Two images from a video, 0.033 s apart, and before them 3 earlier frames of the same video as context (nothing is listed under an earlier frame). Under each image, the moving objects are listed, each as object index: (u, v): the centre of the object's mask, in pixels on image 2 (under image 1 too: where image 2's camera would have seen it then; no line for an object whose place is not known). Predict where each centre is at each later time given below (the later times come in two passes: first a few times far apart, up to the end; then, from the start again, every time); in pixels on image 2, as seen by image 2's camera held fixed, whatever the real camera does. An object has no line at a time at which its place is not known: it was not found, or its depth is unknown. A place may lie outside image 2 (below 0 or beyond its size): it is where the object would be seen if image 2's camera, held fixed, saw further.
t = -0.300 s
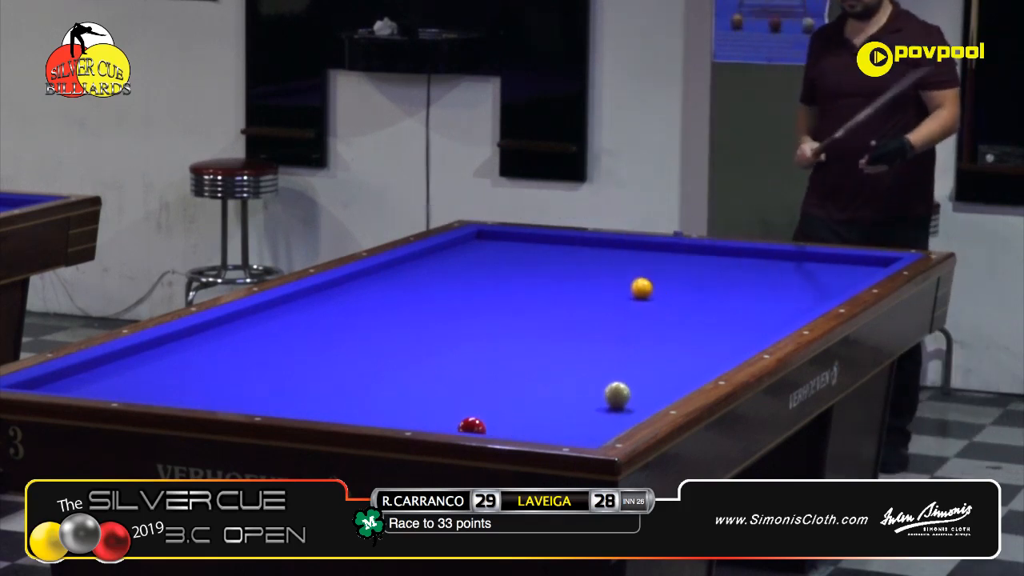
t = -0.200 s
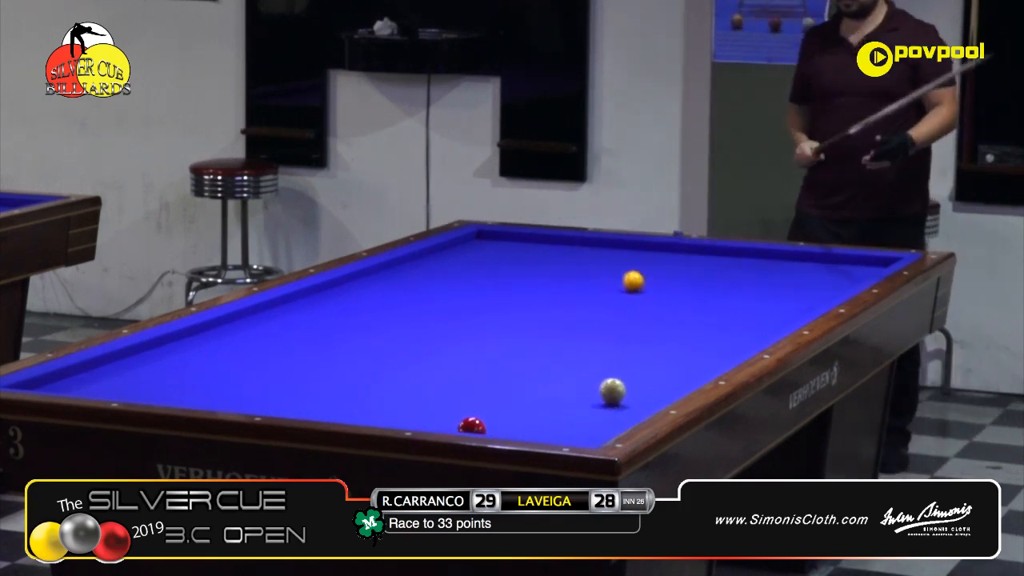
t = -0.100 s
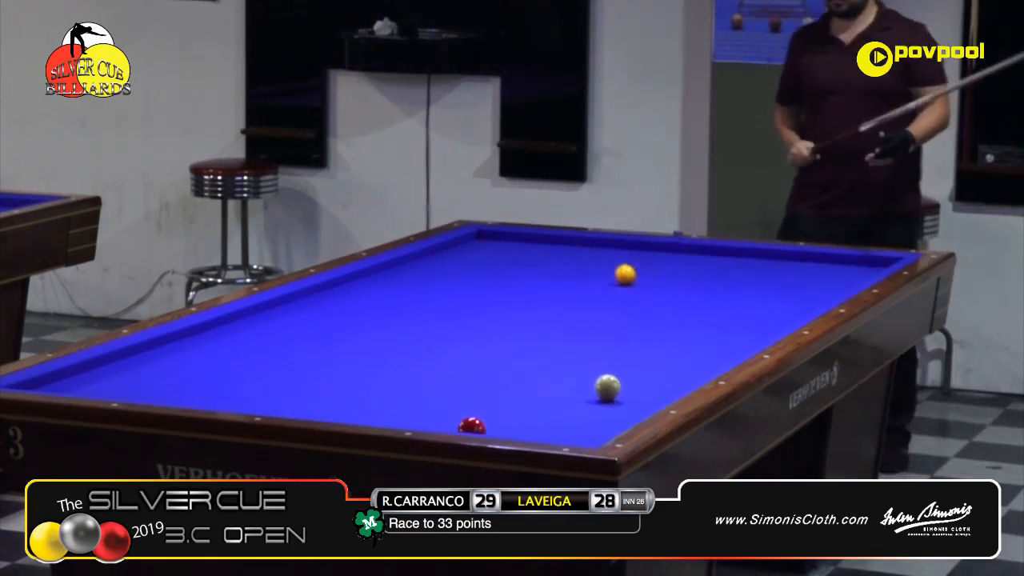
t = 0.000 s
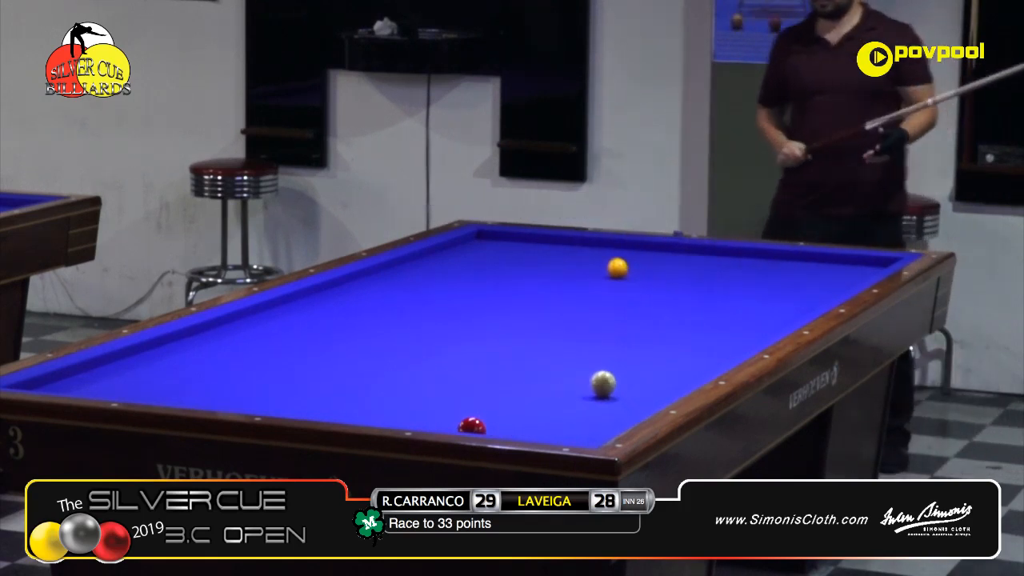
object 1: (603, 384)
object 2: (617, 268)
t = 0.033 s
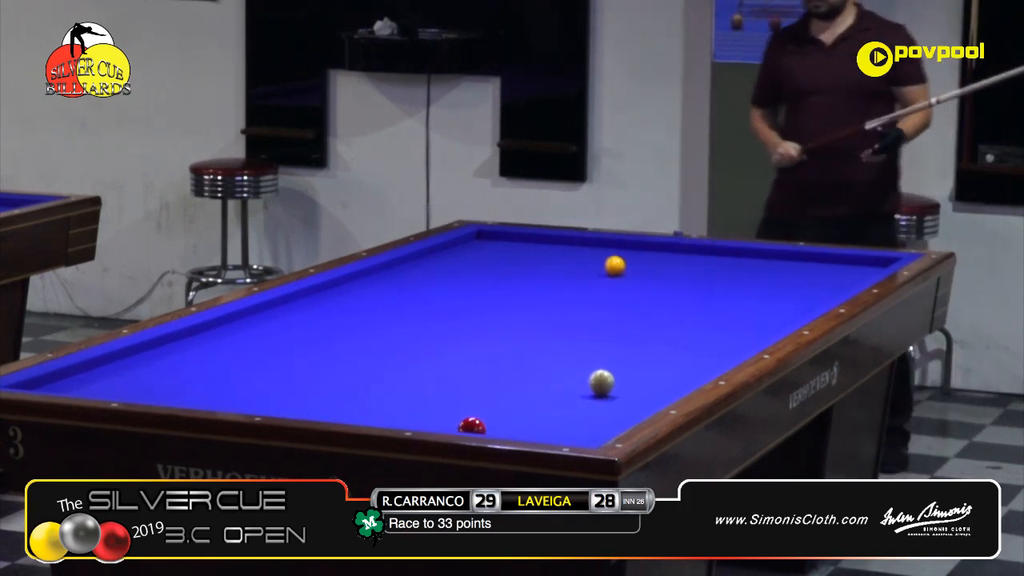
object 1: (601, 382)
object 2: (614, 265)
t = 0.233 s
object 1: (593, 376)
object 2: (600, 253)
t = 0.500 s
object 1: (581, 367)
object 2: (581, 238)
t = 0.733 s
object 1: (572, 359)
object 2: (516, 241)
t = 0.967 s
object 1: (564, 353)
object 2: (454, 243)
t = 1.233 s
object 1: (554, 345)
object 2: (458, 252)
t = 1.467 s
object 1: (547, 339)
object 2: (467, 260)
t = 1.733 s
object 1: (538, 332)
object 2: (478, 269)
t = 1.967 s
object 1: (532, 327)
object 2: (487, 278)
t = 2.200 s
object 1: (525, 322)
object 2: (497, 286)
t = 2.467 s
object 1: (518, 316)
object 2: (508, 295)
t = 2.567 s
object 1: (516, 315)
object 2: (512, 297)
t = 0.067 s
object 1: (600, 381)
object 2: (612, 264)
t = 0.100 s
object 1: (598, 380)
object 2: (610, 261)
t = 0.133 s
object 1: (597, 379)
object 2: (607, 259)
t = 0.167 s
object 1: (595, 378)
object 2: (605, 257)
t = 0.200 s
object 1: (594, 377)
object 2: (603, 255)
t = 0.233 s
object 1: (593, 376)
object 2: (600, 253)
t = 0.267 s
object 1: (591, 375)
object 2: (598, 251)
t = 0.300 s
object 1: (590, 374)
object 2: (596, 249)
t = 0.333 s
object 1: (588, 372)
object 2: (593, 248)
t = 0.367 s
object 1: (587, 371)
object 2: (591, 246)
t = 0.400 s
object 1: (585, 370)
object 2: (589, 244)
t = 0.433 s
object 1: (584, 369)
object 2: (587, 242)
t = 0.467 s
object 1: (583, 368)
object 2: (584, 240)
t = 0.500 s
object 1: (581, 367)
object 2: (581, 238)
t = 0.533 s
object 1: (580, 365)
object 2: (572, 239)
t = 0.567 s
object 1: (579, 365)
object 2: (562, 239)
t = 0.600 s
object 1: (578, 364)
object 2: (552, 240)
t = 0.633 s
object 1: (576, 363)
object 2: (543, 240)
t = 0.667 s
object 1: (575, 362)
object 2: (534, 241)
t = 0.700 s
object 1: (573, 361)
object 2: (525, 241)
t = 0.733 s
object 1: (572, 359)
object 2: (516, 241)
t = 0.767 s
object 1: (571, 359)
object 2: (507, 242)
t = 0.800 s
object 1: (570, 358)
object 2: (498, 242)
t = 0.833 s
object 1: (569, 357)
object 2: (490, 242)
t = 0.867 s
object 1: (568, 356)
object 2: (480, 243)
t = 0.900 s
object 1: (566, 355)
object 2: (472, 243)
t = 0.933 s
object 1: (565, 354)
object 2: (463, 243)
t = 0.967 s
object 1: (564, 353)
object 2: (454, 243)
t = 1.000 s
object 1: (563, 352)
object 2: (448, 244)
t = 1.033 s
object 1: (561, 351)
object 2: (450, 245)
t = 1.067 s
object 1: (560, 350)
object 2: (452, 247)
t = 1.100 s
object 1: (559, 349)
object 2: (453, 248)
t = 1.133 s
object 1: (558, 348)
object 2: (455, 249)
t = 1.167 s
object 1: (557, 347)
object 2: (456, 250)
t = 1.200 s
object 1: (555, 346)
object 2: (457, 251)
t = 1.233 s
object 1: (554, 345)
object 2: (458, 252)
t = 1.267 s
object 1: (553, 344)
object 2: (460, 253)
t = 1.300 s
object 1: (552, 343)
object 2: (461, 254)
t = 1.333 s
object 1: (551, 342)
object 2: (462, 255)
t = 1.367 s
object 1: (550, 342)
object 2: (463, 257)
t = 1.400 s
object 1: (549, 341)
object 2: (465, 258)
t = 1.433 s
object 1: (547, 340)
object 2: (466, 259)
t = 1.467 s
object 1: (547, 339)
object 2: (467, 260)
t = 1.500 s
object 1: (546, 339)
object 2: (469, 261)
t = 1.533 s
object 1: (544, 338)
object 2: (470, 262)
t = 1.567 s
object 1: (543, 336)
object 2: (471, 264)
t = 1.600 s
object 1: (542, 336)
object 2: (473, 265)
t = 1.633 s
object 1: (541, 335)
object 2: (474, 266)
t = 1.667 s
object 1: (540, 334)
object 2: (475, 267)
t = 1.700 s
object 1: (539, 333)
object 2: (477, 268)
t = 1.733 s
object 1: (538, 332)
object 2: (478, 269)
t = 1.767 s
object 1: (537, 332)
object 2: (479, 270)
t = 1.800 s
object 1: (536, 331)
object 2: (481, 272)
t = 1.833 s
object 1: (535, 330)
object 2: (482, 273)
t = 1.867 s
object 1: (534, 329)
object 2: (483, 274)
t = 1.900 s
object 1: (533, 329)
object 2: (485, 275)
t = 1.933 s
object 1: (532, 328)
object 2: (486, 276)
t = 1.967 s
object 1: (532, 327)
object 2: (487, 278)
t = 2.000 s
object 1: (531, 326)
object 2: (489, 279)
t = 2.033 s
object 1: (529, 326)
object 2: (490, 280)
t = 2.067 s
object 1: (529, 325)
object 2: (492, 281)
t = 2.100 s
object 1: (528, 324)
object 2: (493, 282)
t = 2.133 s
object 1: (527, 323)
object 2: (494, 283)
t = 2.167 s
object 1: (526, 323)
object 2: (496, 285)
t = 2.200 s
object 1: (525, 322)
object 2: (497, 286)
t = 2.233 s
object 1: (524, 321)
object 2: (499, 287)
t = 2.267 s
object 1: (523, 320)
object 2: (500, 288)
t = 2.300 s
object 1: (522, 320)
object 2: (501, 289)
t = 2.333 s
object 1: (522, 319)
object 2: (503, 291)
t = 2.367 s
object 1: (521, 318)
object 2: (504, 292)
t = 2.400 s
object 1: (520, 318)
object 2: (506, 293)
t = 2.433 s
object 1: (519, 317)
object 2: (507, 294)
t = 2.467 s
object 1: (518, 316)
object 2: (508, 295)
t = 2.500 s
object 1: (517, 316)
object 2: (510, 296)
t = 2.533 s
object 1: (517, 315)
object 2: (511, 296)
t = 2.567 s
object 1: (516, 315)
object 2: (512, 297)
